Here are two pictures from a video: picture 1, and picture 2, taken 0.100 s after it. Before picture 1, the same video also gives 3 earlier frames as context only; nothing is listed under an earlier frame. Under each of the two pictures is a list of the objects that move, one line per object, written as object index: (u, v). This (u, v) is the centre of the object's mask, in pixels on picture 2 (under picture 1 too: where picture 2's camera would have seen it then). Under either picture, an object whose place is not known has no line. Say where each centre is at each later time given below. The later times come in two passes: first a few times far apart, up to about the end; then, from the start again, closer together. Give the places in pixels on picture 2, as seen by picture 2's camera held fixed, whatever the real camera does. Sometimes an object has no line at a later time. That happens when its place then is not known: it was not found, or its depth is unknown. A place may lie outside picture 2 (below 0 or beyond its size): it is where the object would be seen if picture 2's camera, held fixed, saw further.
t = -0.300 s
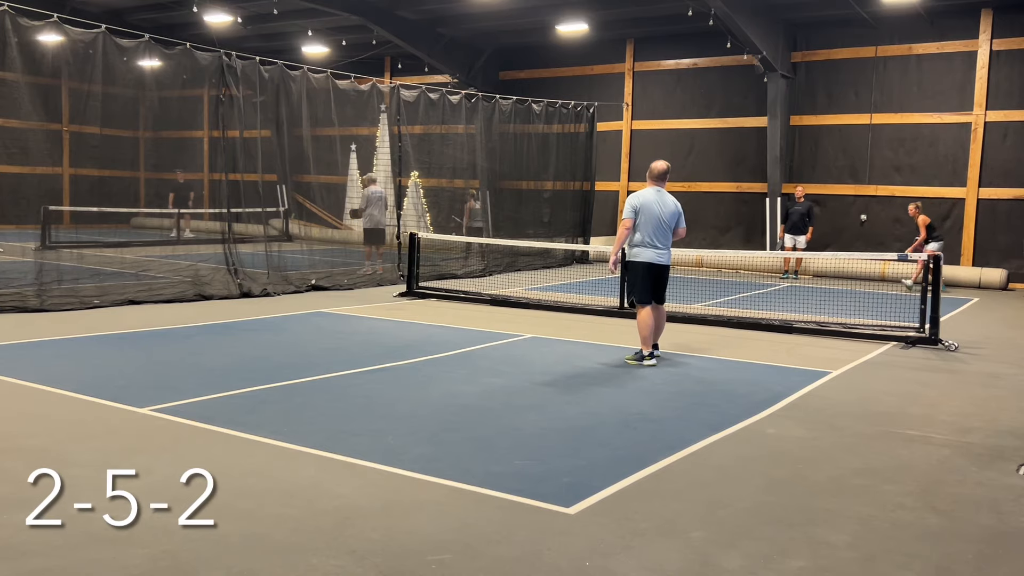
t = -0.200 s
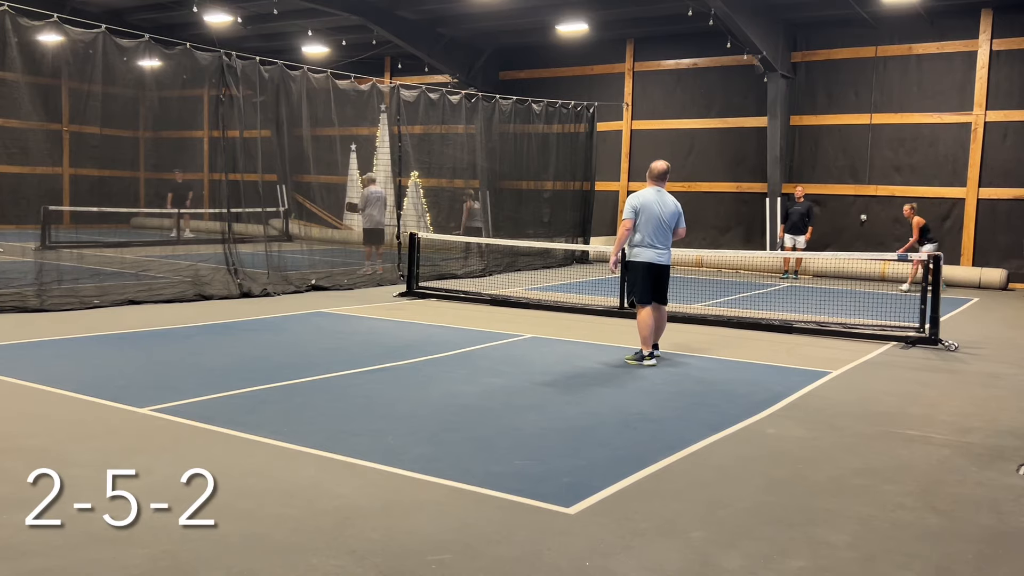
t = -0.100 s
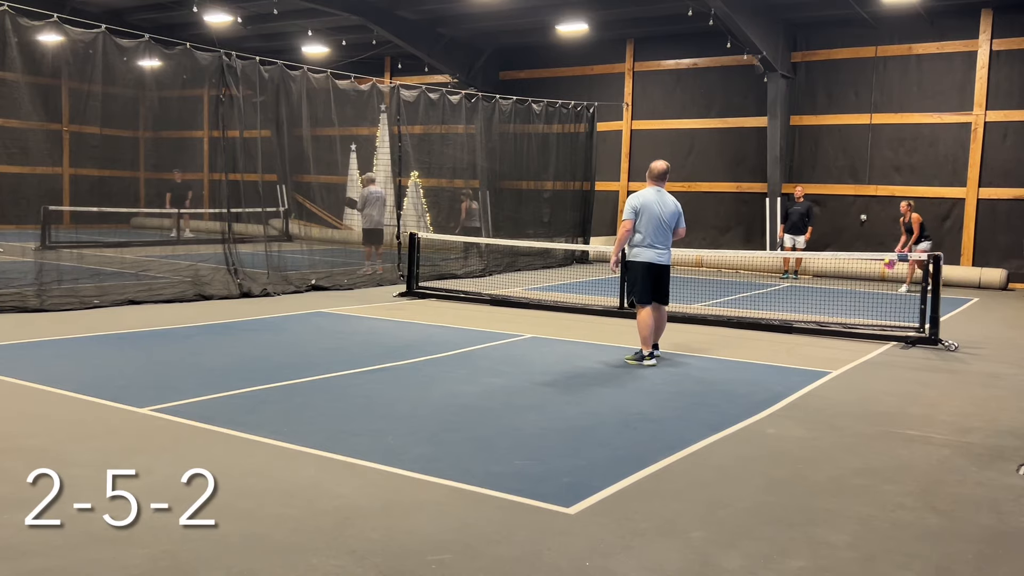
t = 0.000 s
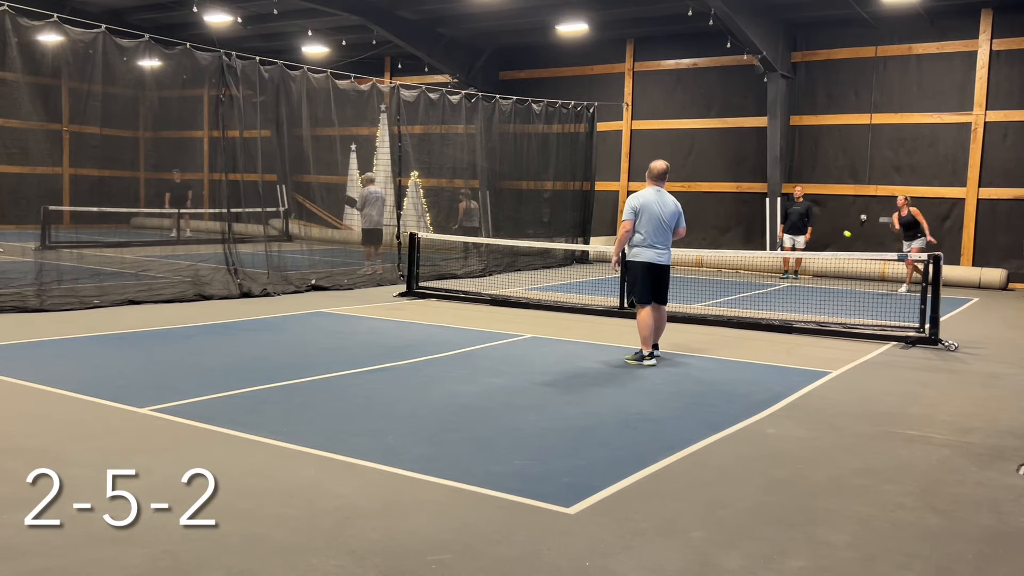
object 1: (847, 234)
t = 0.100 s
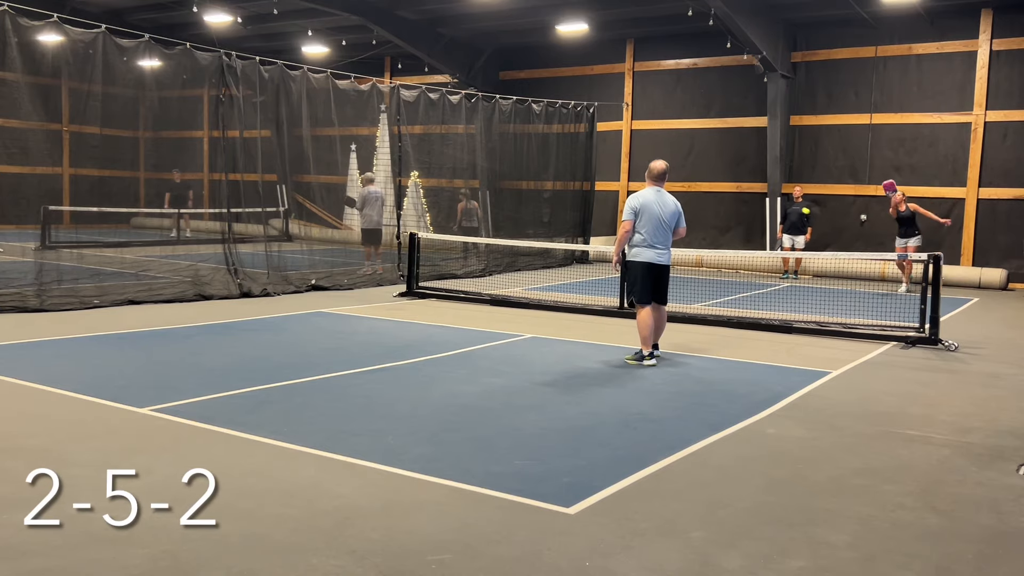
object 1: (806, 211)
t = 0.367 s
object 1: (671, 179)
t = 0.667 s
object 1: (485, 208)
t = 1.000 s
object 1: (197, 344)
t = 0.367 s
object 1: (671, 179)
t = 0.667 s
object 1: (485, 208)
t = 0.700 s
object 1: (459, 217)
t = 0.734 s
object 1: (433, 227)
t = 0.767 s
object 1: (405, 239)
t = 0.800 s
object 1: (377, 252)
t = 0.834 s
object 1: (349, 267)
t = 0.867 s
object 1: (318, 284)
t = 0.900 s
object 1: (287, 302)
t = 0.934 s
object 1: (255, 323)
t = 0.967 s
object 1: (222, 345)
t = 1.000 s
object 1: (197, 344)
